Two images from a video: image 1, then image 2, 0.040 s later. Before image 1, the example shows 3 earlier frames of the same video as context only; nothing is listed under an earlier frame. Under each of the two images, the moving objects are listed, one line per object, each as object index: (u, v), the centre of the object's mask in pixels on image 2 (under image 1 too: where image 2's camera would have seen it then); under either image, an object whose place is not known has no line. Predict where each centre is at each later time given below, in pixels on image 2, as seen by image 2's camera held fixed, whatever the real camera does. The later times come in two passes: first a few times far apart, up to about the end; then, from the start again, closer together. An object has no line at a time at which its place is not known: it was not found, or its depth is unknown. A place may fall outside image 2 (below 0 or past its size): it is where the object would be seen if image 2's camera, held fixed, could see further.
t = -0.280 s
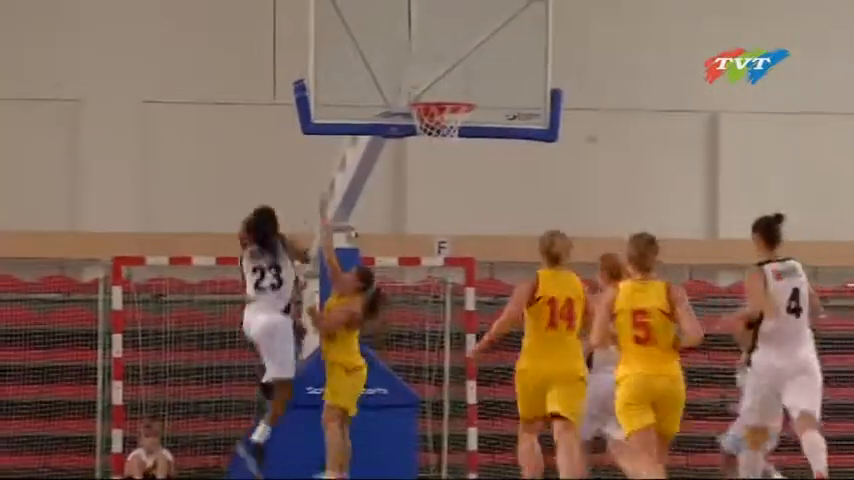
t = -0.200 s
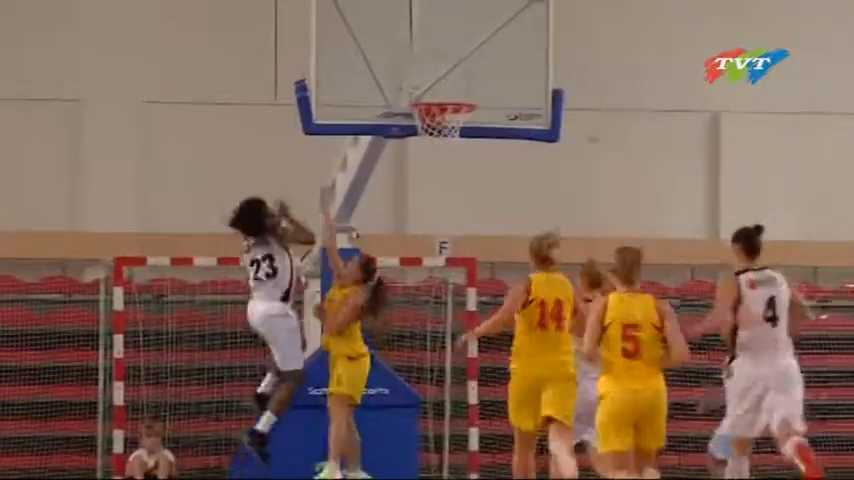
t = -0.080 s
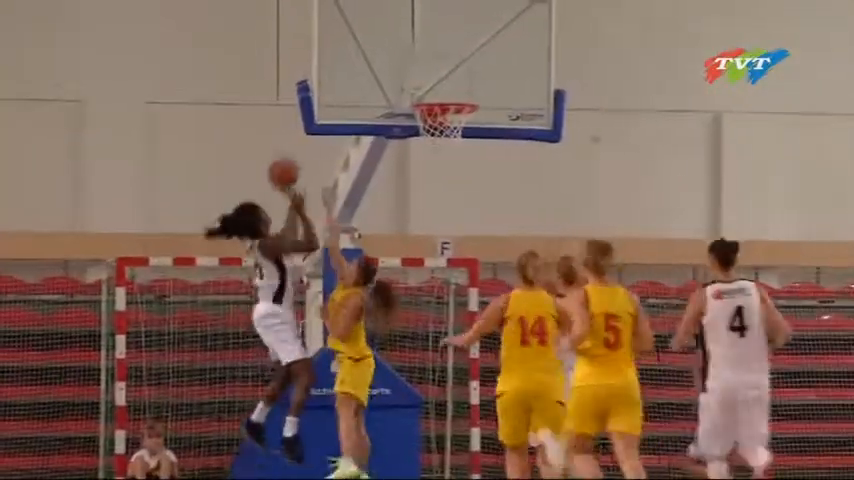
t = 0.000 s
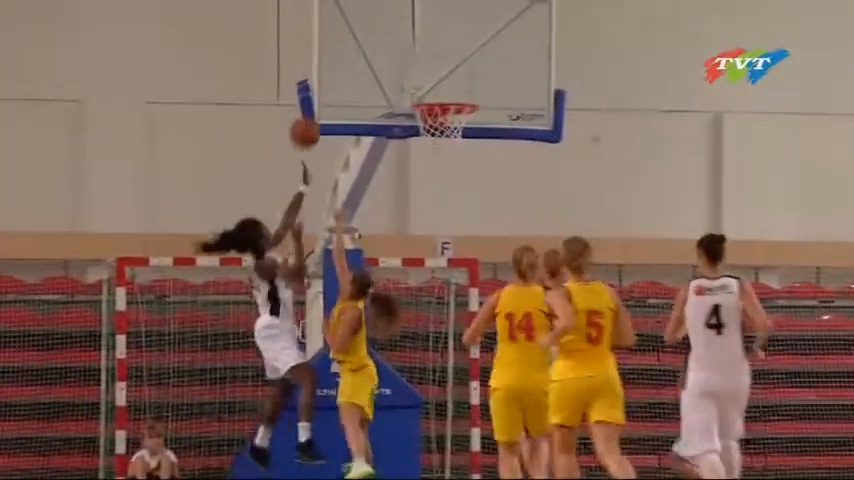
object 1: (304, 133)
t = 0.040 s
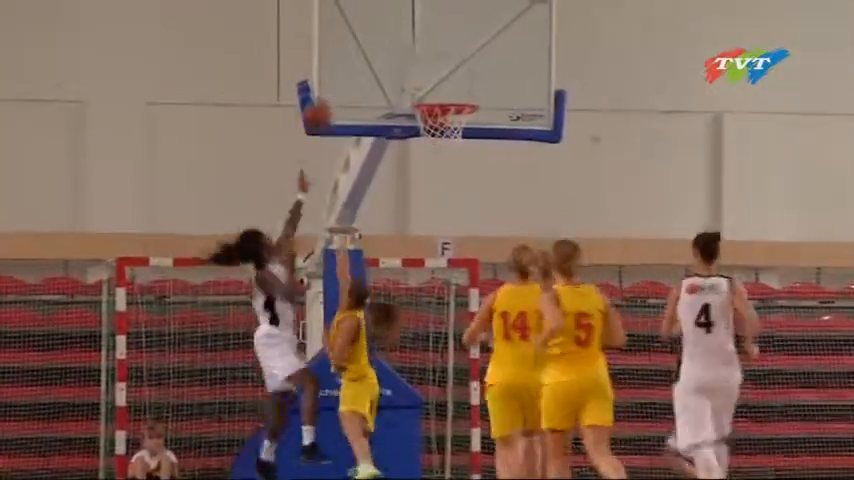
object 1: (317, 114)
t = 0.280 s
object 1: (381, 59)
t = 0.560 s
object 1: (446, 75)
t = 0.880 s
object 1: (451, 96)
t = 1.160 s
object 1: (433, 152)
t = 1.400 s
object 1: (412, 247)
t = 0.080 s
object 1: (328, 100)
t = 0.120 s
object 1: (338, 88)
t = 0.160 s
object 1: (349, 77)
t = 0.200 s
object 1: (360, 69)
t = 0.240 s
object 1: (370, 63)
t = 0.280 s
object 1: (381, 59)
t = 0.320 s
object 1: (392, 57)
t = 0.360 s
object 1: (401, 56)
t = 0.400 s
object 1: (410, 55)
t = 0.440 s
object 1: (419, 57)
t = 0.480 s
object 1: (428, 61)
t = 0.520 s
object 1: (437, 67)
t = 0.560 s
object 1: (446, 75)
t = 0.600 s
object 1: (455, 86)
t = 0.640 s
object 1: (463, 94)
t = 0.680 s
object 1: (453, 93)
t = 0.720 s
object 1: (442, 94)
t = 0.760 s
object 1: (434, 96)
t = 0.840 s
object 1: (444, 96)
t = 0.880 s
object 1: (451, 96)
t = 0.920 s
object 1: (458, 97)
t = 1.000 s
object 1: (456, 118)
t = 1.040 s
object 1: (451, 120)
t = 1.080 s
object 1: (440, 136)
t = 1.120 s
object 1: (437, 140)
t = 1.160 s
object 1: (433, 152)
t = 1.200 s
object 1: (429, 163)
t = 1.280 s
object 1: (423, 190)
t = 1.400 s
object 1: (412, 247)
